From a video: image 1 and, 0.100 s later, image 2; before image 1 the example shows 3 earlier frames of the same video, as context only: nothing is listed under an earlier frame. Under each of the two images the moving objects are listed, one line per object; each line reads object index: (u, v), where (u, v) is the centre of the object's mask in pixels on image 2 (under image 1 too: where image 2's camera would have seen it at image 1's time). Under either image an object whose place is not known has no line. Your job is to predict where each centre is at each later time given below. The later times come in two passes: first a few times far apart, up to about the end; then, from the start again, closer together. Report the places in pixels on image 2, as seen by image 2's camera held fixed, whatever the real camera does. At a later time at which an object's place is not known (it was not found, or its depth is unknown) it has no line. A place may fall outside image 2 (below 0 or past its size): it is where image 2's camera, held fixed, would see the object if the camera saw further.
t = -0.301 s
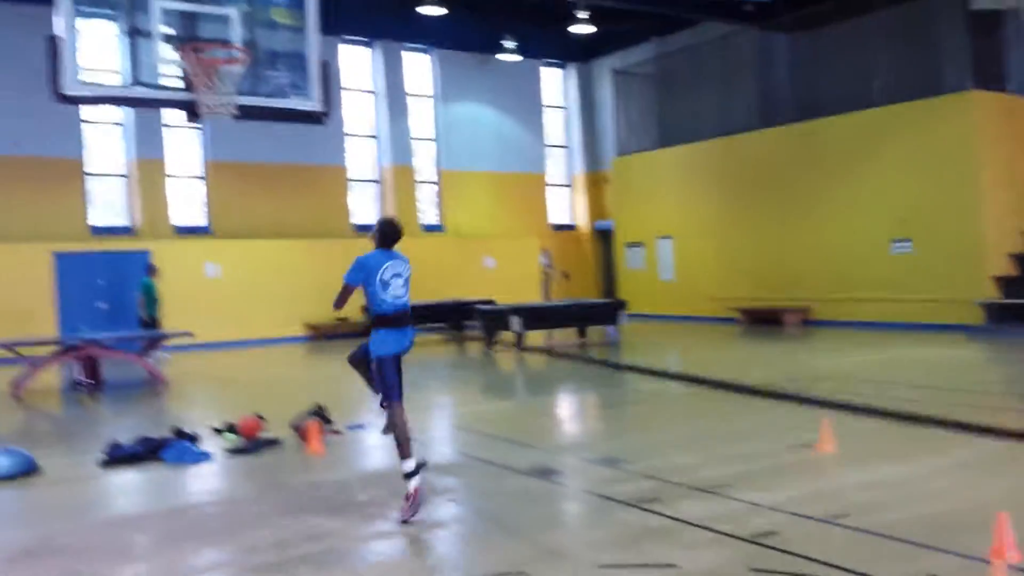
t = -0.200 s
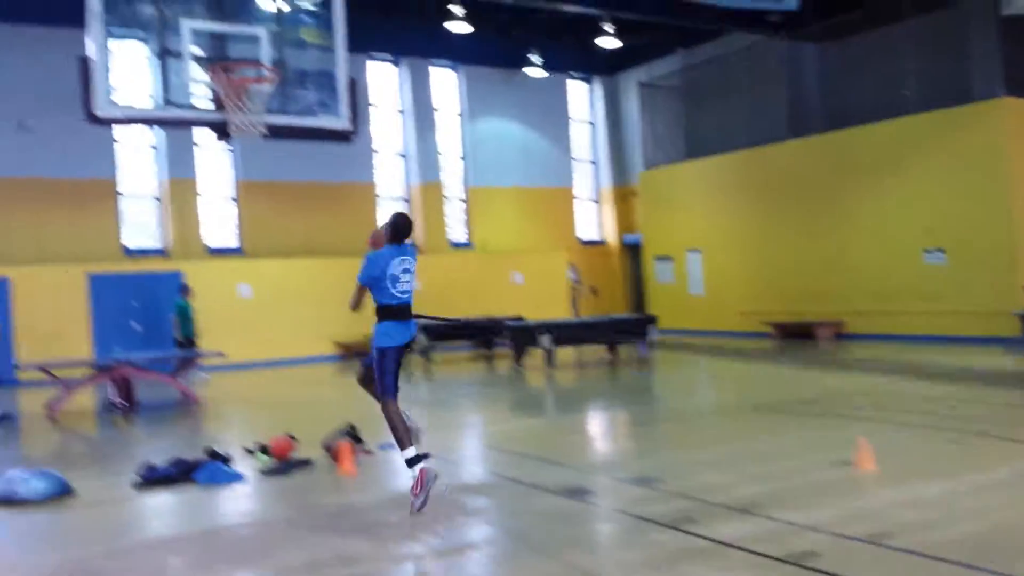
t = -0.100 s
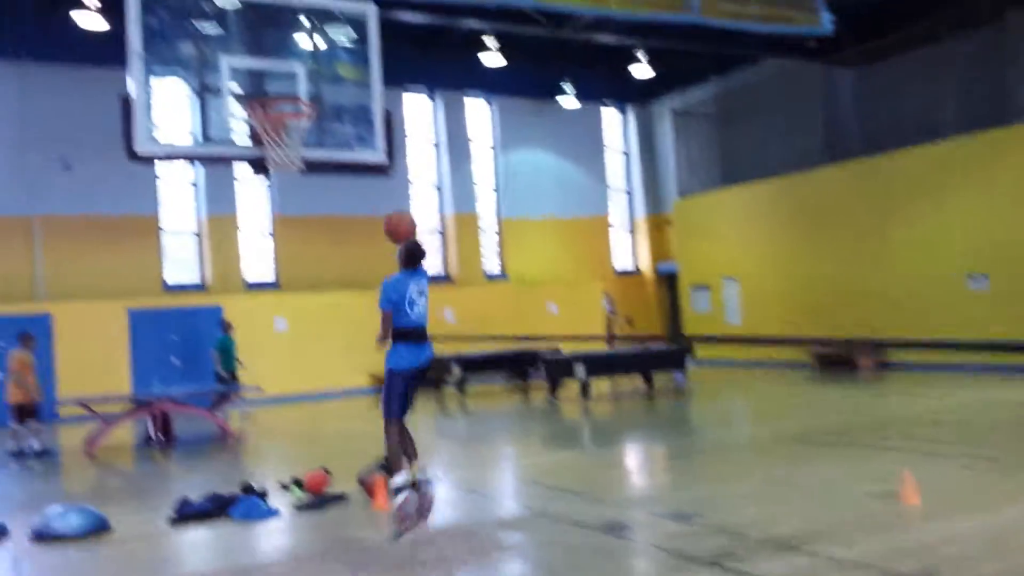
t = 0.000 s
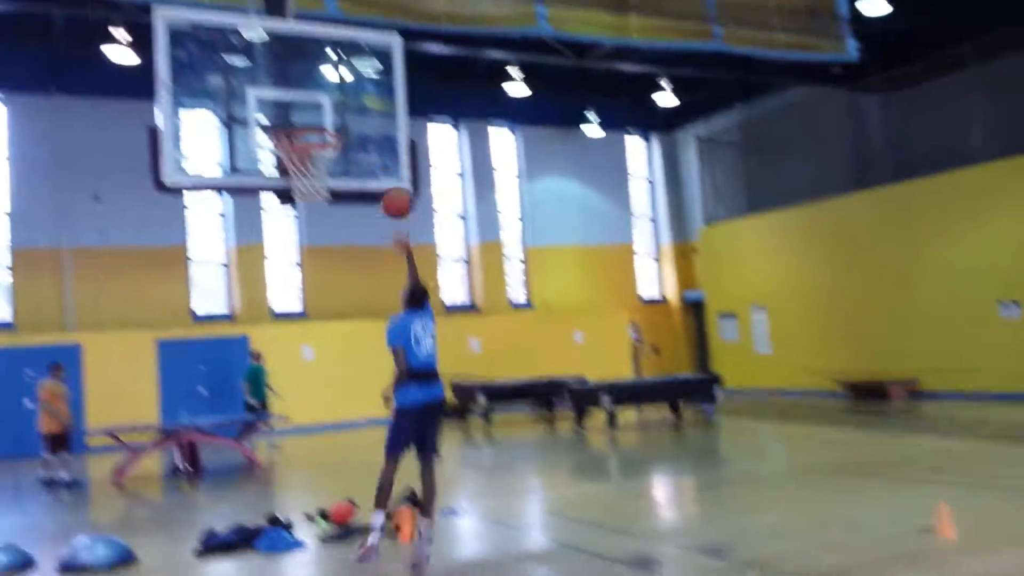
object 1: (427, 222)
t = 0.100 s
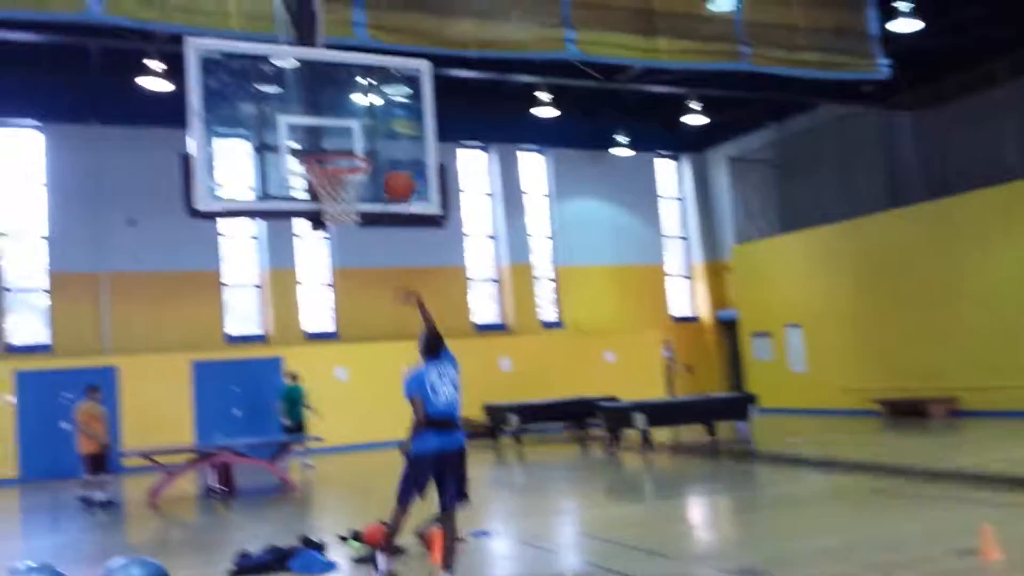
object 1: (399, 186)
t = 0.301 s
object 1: (365, 139)
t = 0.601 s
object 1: (335, 147)
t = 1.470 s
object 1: (327, 318)
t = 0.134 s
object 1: (391, 174)
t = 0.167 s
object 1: (385, 164)
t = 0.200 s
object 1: (377, 155)
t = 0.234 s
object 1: (371, 149)
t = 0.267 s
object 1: (369, 143)
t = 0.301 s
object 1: (365, 139)
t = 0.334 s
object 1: (360, 135)
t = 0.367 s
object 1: (357, 132)
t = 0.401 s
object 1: (353, 131)
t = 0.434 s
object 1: (350, 130)
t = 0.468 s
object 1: (347, 131)
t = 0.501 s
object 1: (343, 135)
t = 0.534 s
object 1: (340, 138)
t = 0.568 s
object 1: (336, 142)
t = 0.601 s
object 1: (335, 147)
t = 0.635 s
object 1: (338, 153)
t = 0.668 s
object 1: (341, 172)
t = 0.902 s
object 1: (344, 207)
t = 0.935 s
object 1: (345, 212)
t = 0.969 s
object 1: (348, 217)
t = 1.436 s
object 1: (328, 300)
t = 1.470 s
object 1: (327, 318)
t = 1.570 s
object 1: (322, 385)
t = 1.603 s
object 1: (322, 411)
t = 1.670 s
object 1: (320, 471)
